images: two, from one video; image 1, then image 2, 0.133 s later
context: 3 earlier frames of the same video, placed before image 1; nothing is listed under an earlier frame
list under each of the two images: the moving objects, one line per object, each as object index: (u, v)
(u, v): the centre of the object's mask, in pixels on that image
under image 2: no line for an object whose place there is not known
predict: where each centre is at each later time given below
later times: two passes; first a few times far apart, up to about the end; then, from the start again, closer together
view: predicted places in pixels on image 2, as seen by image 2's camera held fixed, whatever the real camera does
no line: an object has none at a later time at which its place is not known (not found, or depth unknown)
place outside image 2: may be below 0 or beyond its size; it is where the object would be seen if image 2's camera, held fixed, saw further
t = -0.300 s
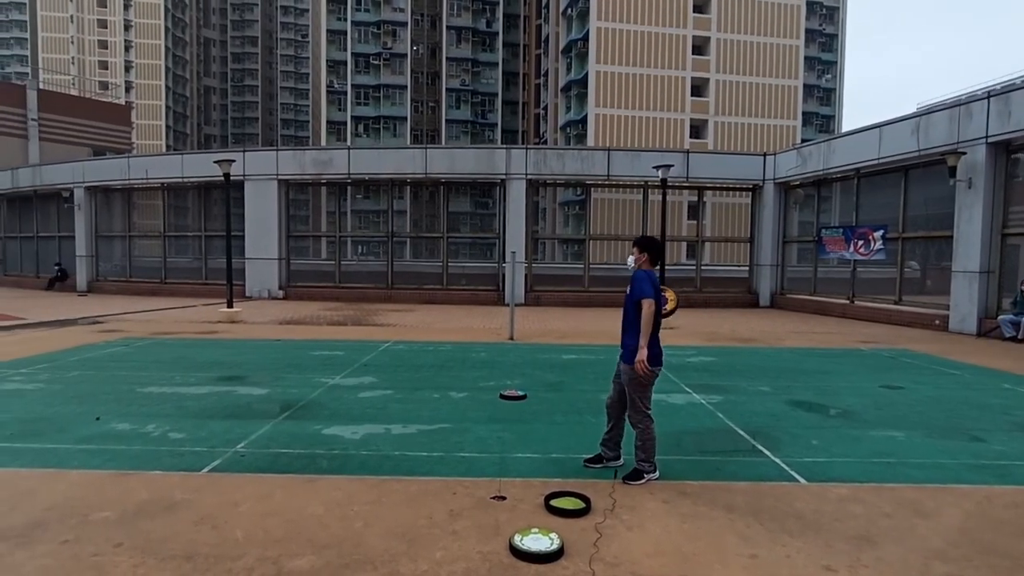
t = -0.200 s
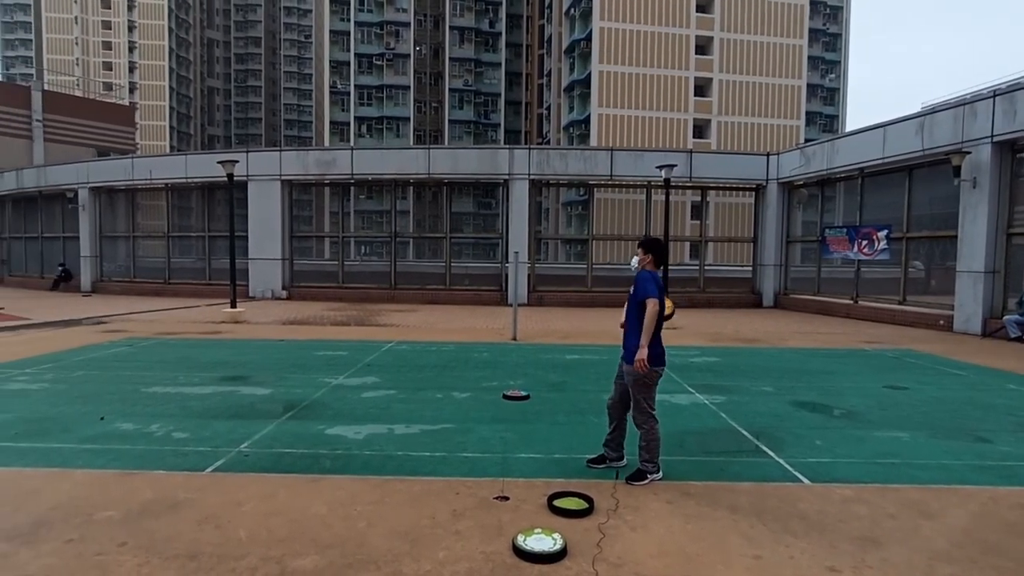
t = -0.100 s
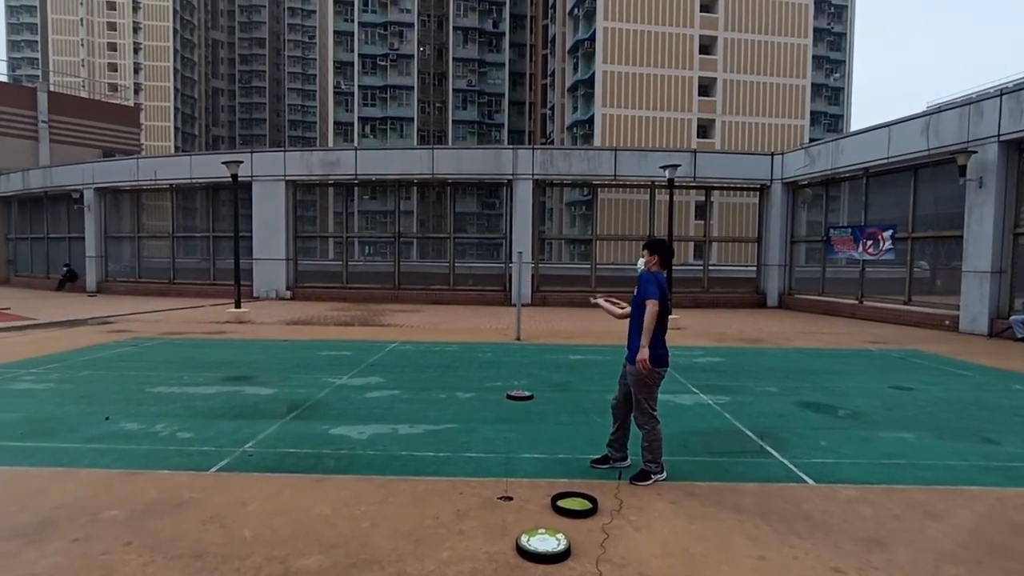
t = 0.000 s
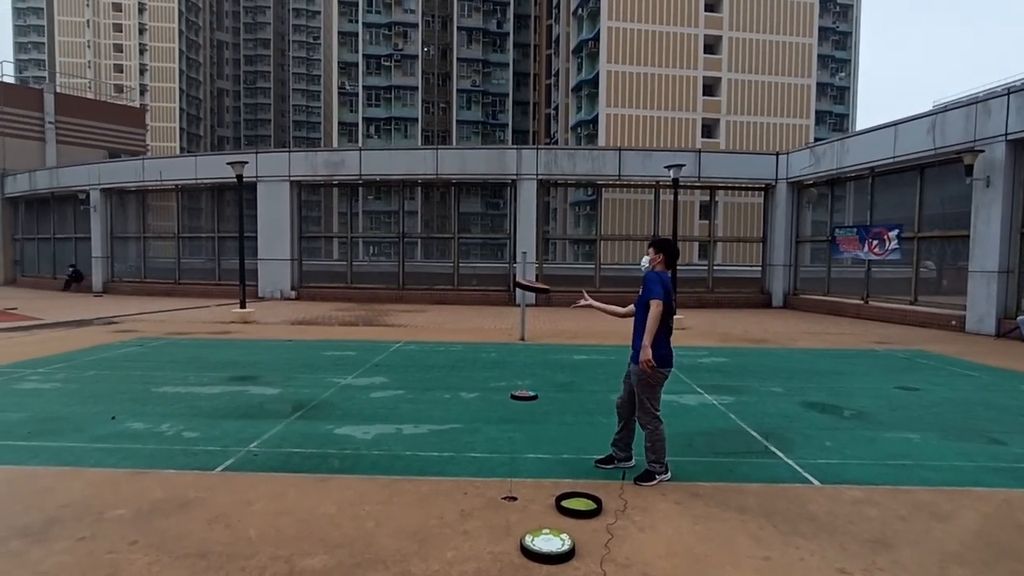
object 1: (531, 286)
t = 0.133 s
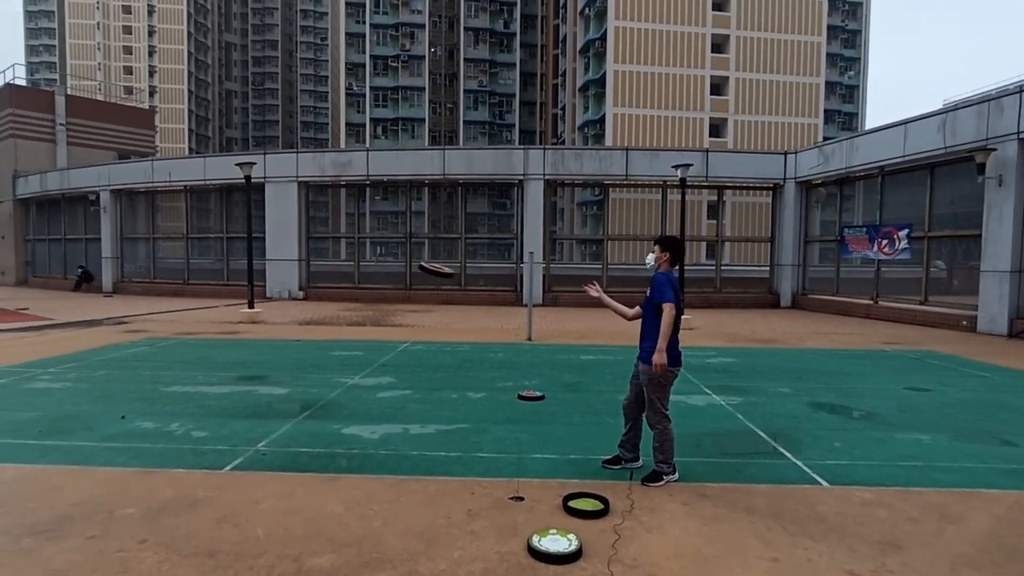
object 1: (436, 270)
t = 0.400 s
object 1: (265, 260)
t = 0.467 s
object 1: (228, 262)
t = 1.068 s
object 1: (5, 357)
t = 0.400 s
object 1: (265, 260)
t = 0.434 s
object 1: (246, 261)
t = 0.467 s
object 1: (228, 262)
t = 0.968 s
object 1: (28, 334)
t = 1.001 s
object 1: (19, 341)
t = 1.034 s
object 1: (11, 349)
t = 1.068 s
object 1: (5, 357)
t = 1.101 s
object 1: (-1, 366)
